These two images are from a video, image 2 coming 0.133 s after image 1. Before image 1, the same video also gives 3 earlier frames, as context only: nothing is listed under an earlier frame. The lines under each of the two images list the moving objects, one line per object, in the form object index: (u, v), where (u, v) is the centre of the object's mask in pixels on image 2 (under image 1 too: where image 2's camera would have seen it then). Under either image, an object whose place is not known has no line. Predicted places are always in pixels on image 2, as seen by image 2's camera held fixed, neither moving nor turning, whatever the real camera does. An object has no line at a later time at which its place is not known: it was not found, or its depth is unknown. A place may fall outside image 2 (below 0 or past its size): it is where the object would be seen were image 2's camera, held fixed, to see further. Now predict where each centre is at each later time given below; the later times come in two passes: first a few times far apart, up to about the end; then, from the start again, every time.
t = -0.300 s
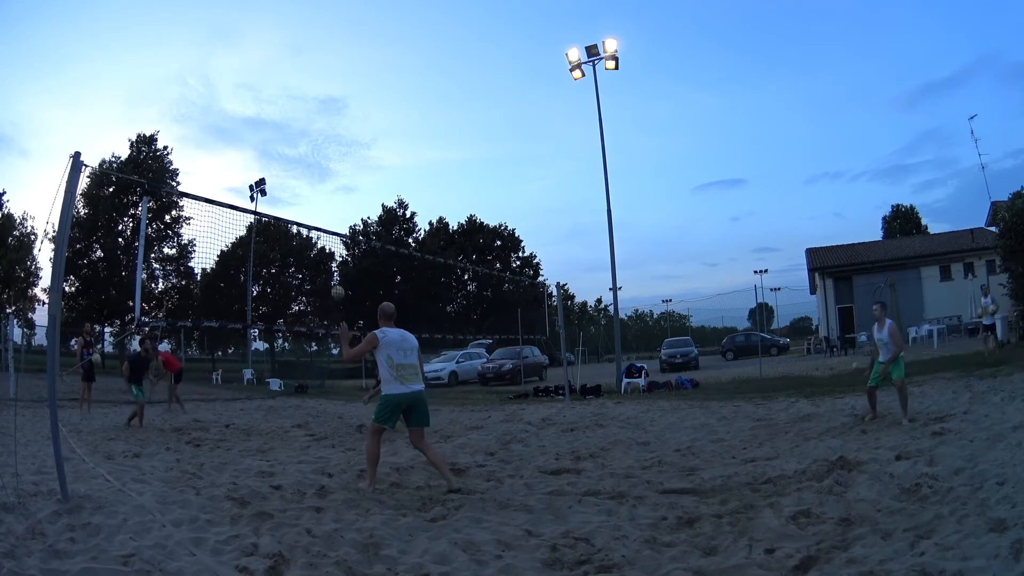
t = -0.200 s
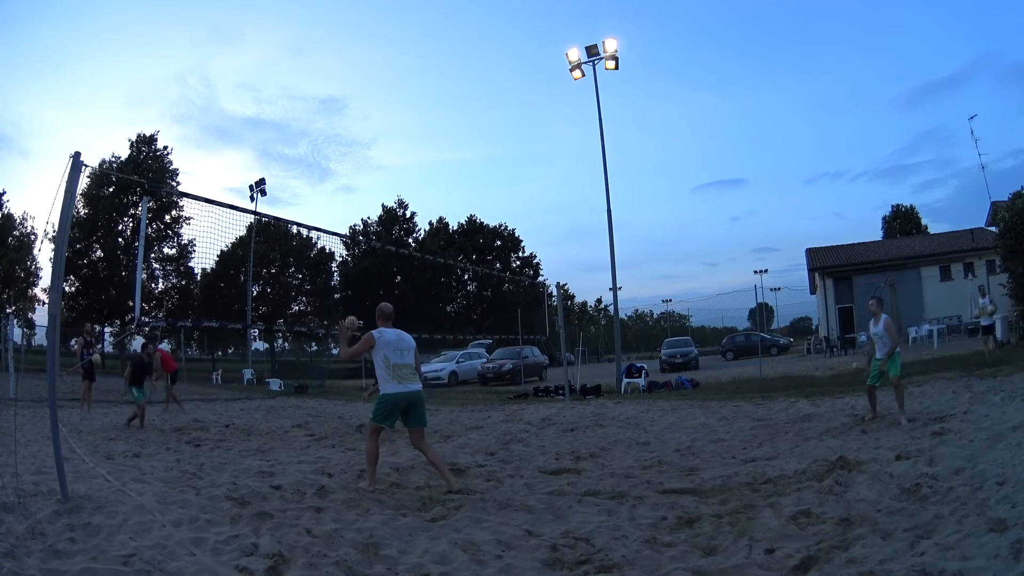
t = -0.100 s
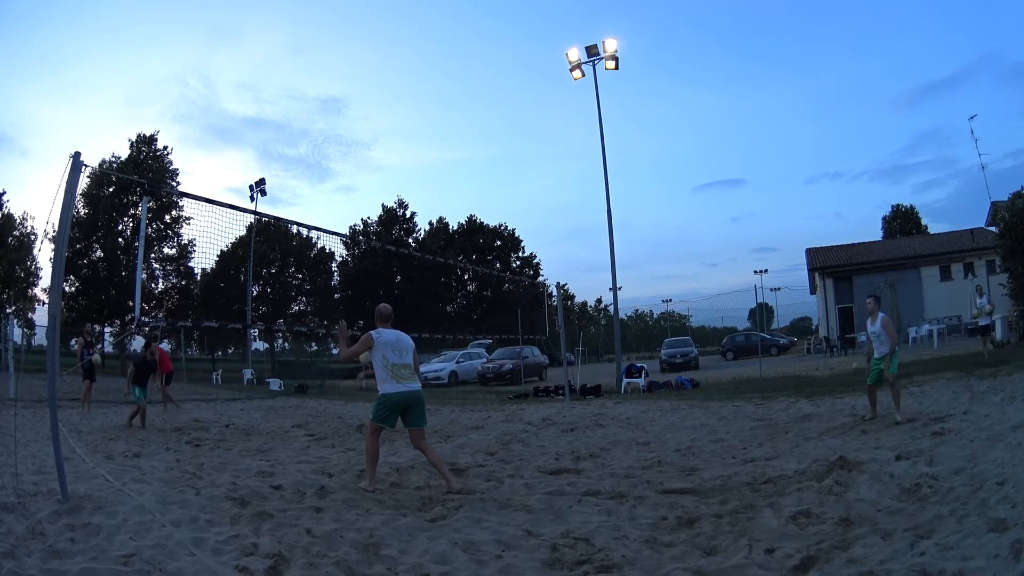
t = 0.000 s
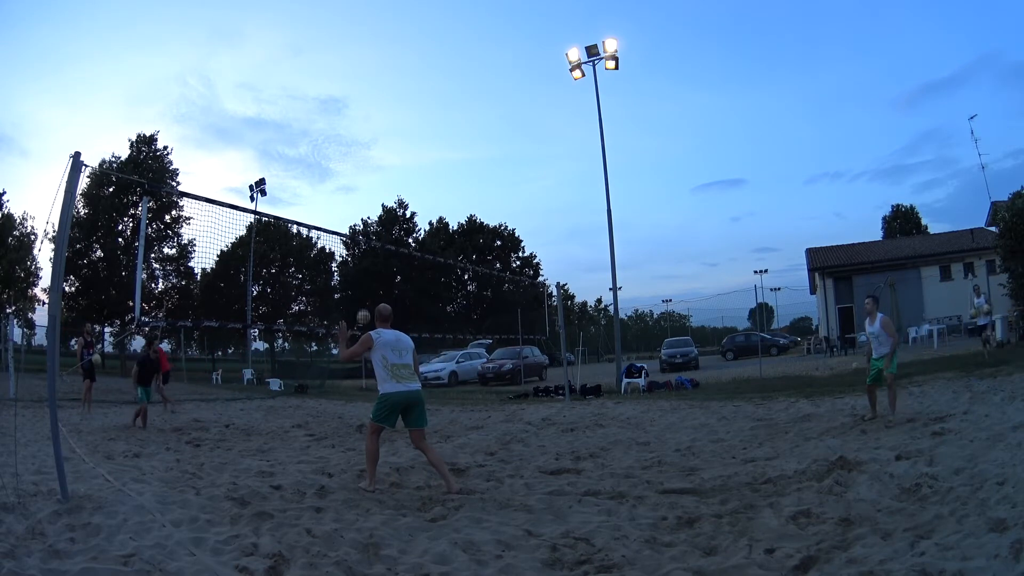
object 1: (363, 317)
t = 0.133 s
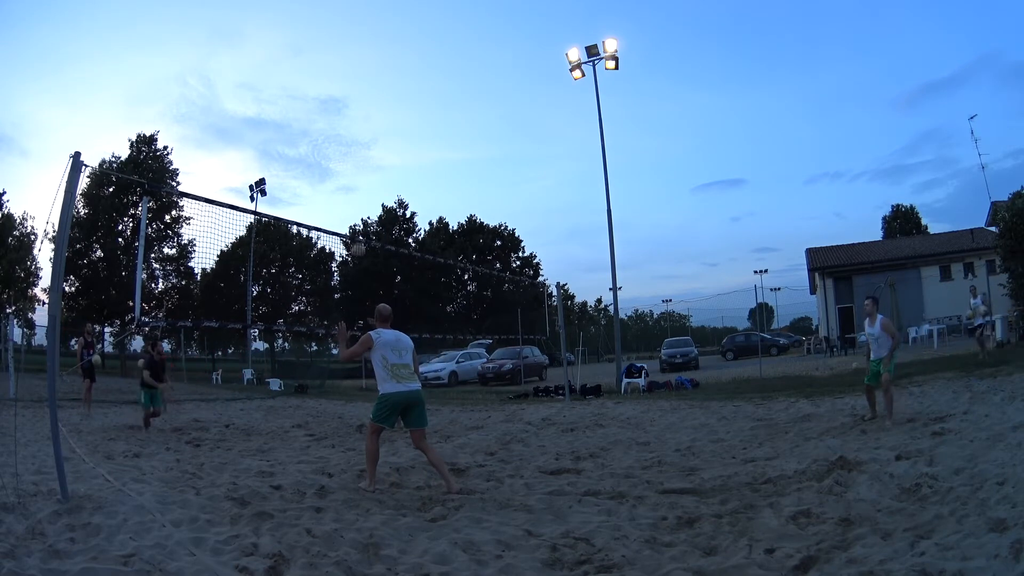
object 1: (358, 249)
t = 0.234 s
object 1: (355, 208)
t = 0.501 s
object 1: (351, 125)
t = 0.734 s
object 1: (345, 85)
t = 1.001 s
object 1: (334, 73)
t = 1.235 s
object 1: (317, 97)
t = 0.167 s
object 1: (357, 234)
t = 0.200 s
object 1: (356, 221)
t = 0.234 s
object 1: (355, 208)
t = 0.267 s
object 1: (355, 195)
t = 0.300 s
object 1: (354, 183)
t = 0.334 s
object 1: (353, 172)
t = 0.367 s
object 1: (353, 161)
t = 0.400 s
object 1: (352, 151)
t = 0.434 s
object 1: (352, 142)
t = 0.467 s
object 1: (351, 133)
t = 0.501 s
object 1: (351, 125)
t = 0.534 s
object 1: (350, 118)
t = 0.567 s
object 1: (350, 111)
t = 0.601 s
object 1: (349, 105)
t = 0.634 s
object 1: (348, 99)
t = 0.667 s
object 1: (347, 94)
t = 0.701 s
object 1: (346, 89)
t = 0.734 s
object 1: (345, 85)
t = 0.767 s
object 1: (344, 82)
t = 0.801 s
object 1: (343, 79)
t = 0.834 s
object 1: (342, 77)
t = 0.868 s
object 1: (340, 75)
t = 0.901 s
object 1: (339, 74)
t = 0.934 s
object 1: (337, 73)
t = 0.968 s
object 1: (335, 73)
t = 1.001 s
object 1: (334, 73)
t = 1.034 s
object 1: (332, 74)
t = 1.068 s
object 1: (330, 76)
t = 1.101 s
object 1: (327, 79)
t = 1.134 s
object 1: (325, 82)
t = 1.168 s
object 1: (322, 86)
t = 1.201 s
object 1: (319, 91)
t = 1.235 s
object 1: (317, 97)
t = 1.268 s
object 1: (314, 104)
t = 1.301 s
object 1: (310, 111)
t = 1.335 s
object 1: (307, 120)
